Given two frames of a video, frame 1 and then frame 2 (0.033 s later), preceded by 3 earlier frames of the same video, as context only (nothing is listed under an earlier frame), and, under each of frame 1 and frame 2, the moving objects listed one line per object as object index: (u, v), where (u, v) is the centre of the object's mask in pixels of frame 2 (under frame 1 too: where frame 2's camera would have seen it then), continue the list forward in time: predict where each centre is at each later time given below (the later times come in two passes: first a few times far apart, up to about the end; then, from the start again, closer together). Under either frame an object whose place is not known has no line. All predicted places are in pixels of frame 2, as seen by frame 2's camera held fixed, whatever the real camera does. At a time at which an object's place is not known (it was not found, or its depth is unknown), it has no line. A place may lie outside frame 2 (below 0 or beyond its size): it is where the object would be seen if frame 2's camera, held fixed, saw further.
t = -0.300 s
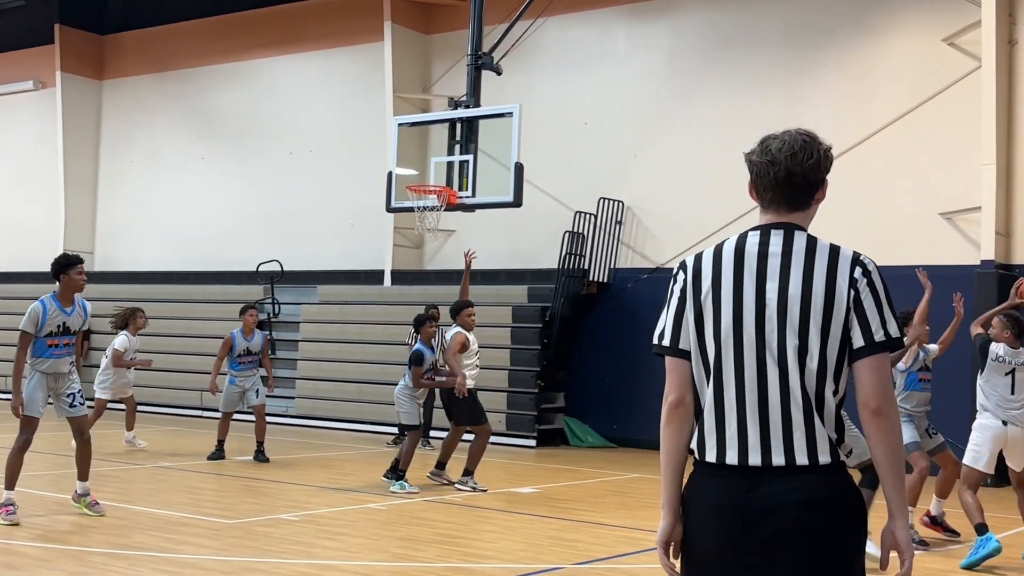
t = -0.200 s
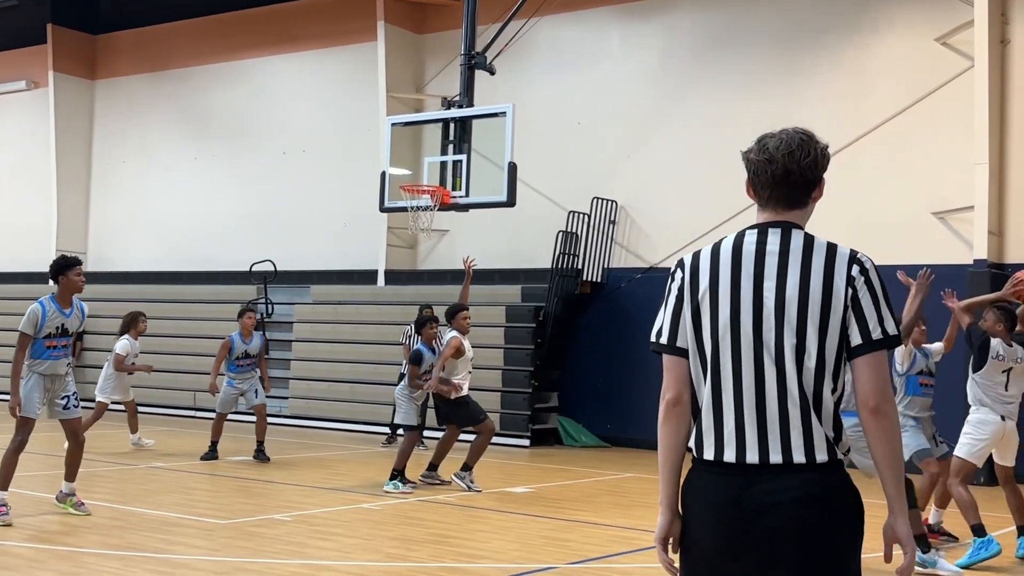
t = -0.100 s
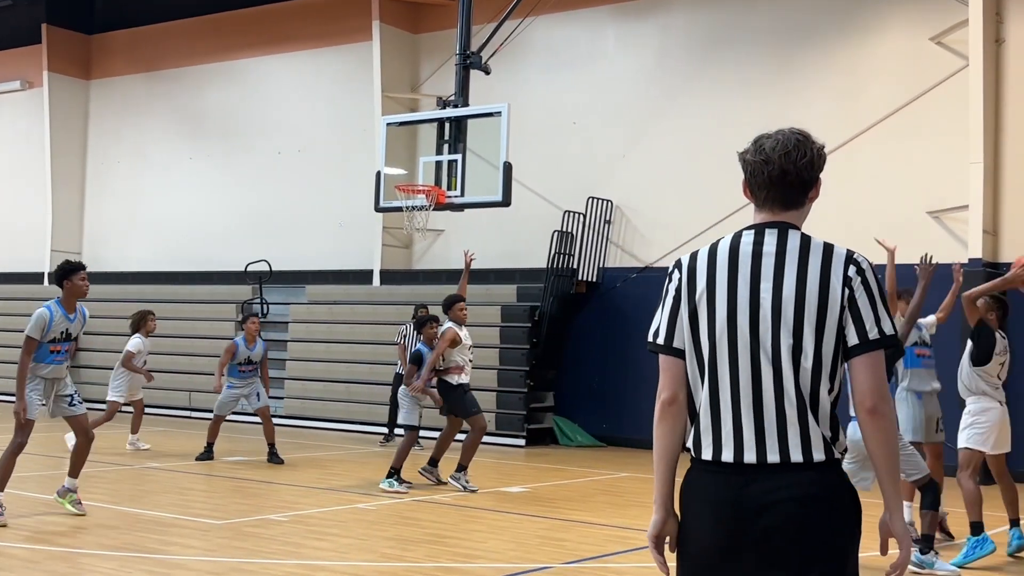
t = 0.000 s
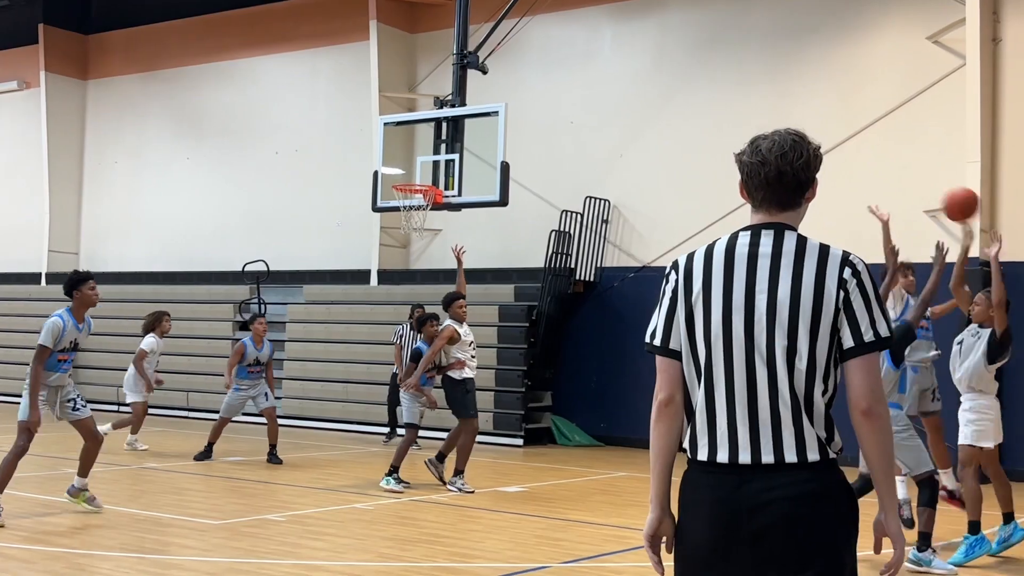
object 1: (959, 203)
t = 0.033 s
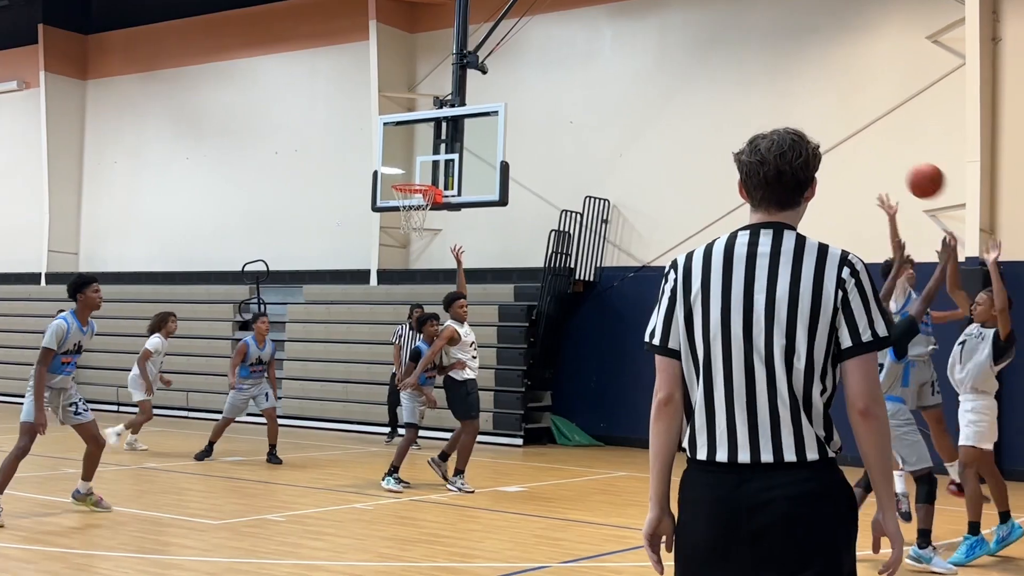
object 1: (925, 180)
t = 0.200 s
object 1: (748, 87)
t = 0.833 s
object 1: (-48, 92)
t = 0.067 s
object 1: (890, 159)
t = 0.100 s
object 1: (855, 139)
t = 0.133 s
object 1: (819, 120)
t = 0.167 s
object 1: (784, 103)
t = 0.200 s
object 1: (748, 87)
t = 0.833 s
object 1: (-48, 92)
